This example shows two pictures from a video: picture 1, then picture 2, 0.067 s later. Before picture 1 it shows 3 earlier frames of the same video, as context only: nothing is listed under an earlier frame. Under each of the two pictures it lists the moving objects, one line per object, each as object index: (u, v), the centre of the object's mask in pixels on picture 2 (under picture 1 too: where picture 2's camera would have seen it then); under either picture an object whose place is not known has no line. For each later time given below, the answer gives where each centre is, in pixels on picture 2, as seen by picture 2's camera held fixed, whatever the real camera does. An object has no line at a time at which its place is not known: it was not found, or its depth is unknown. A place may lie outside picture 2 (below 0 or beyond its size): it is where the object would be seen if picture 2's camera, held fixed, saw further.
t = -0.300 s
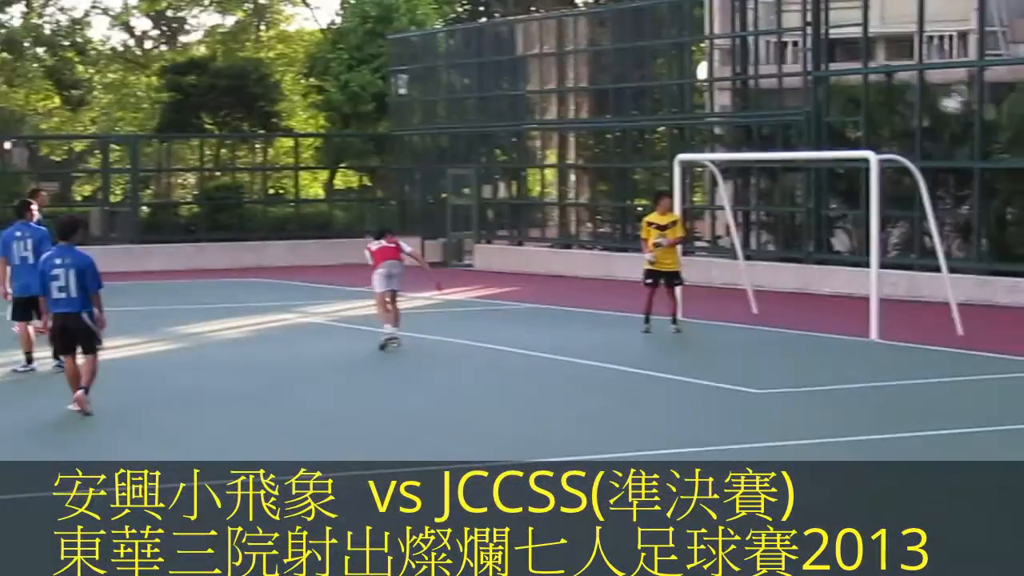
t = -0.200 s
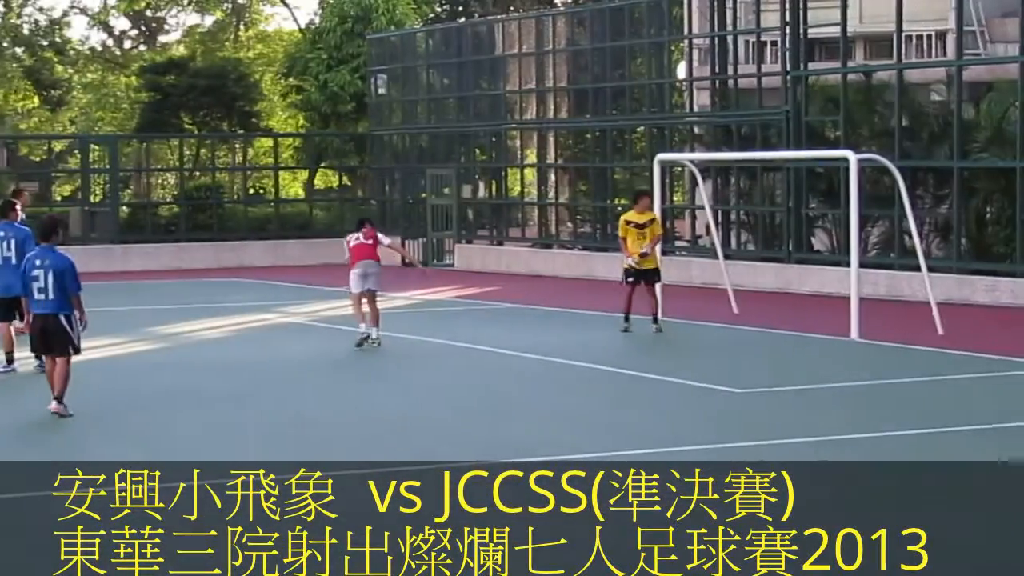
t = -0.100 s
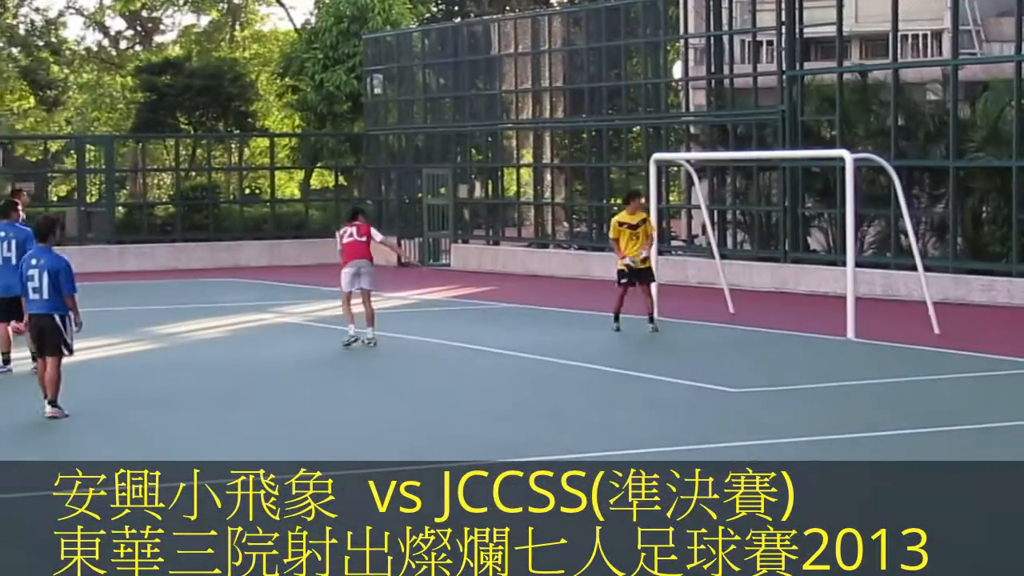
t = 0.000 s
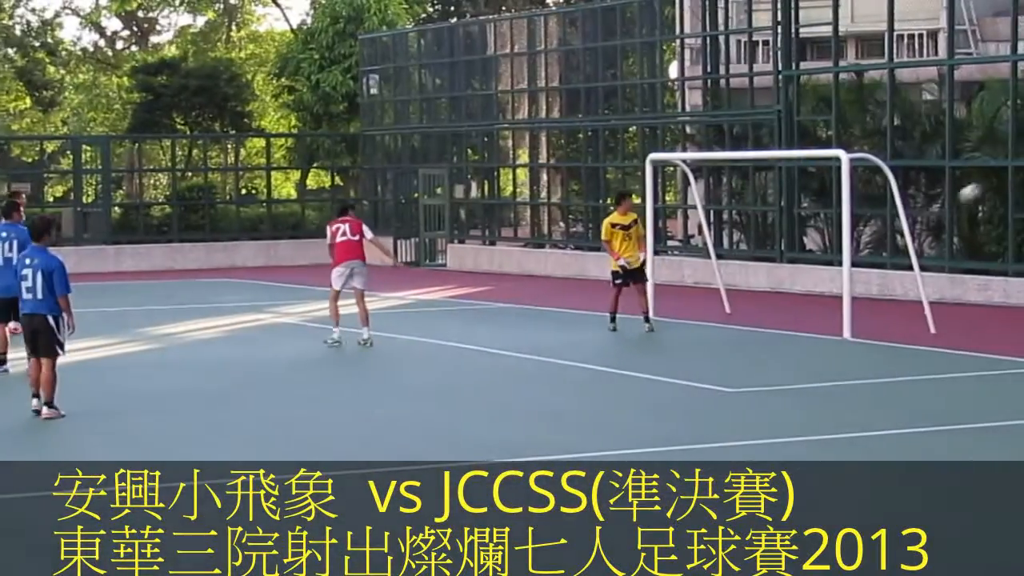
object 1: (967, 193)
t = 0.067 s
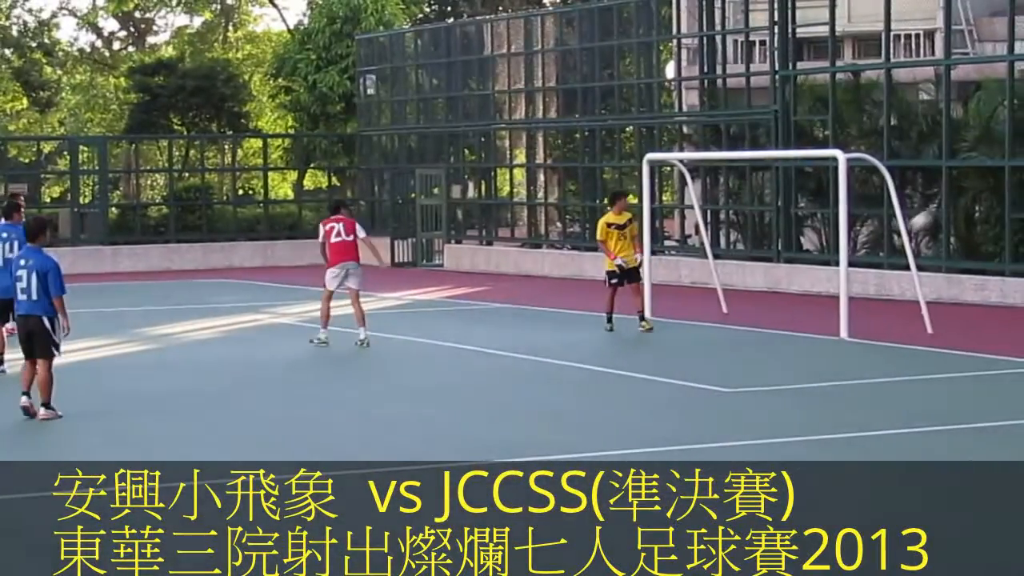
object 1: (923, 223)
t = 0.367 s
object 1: (725, 274)
